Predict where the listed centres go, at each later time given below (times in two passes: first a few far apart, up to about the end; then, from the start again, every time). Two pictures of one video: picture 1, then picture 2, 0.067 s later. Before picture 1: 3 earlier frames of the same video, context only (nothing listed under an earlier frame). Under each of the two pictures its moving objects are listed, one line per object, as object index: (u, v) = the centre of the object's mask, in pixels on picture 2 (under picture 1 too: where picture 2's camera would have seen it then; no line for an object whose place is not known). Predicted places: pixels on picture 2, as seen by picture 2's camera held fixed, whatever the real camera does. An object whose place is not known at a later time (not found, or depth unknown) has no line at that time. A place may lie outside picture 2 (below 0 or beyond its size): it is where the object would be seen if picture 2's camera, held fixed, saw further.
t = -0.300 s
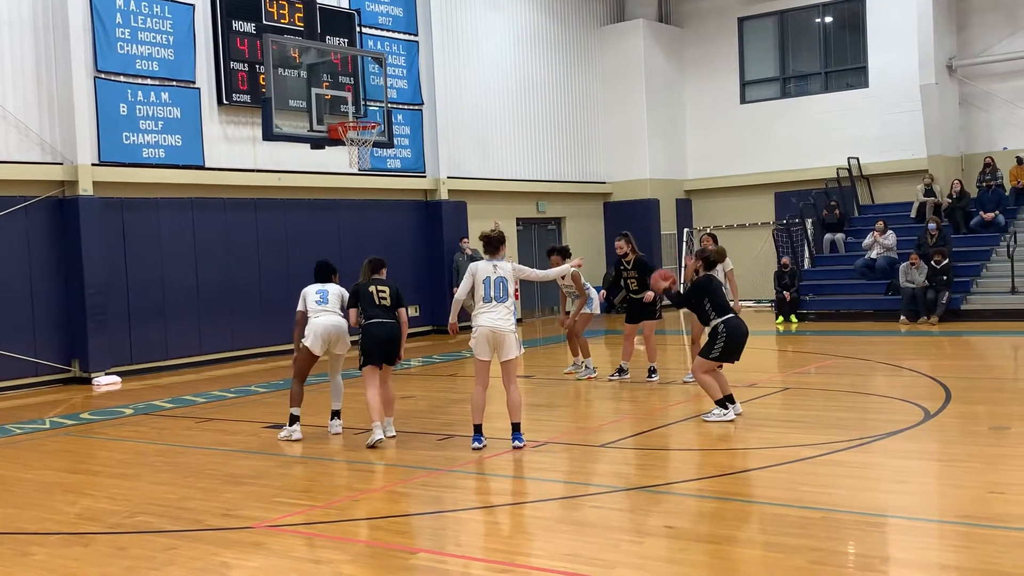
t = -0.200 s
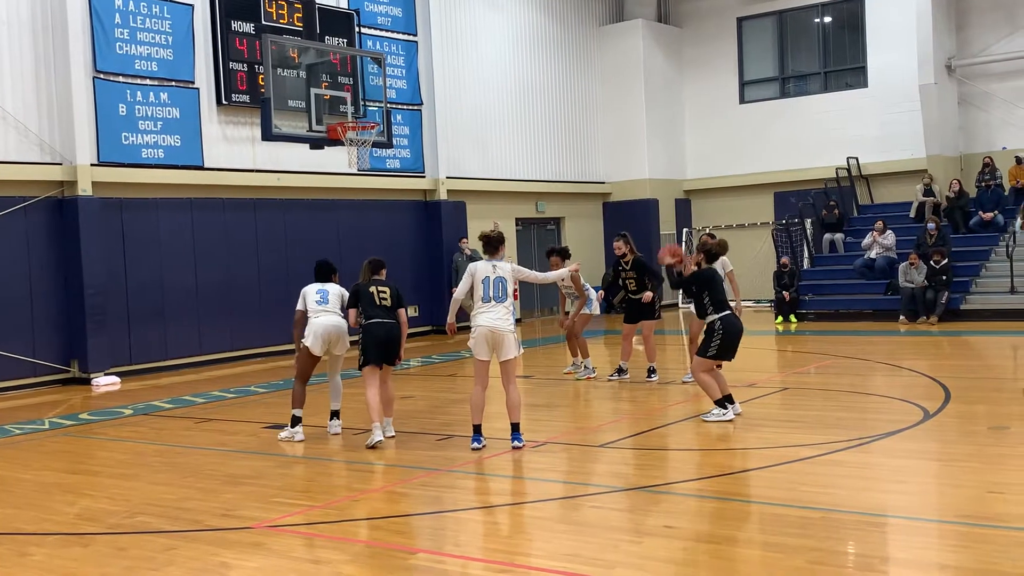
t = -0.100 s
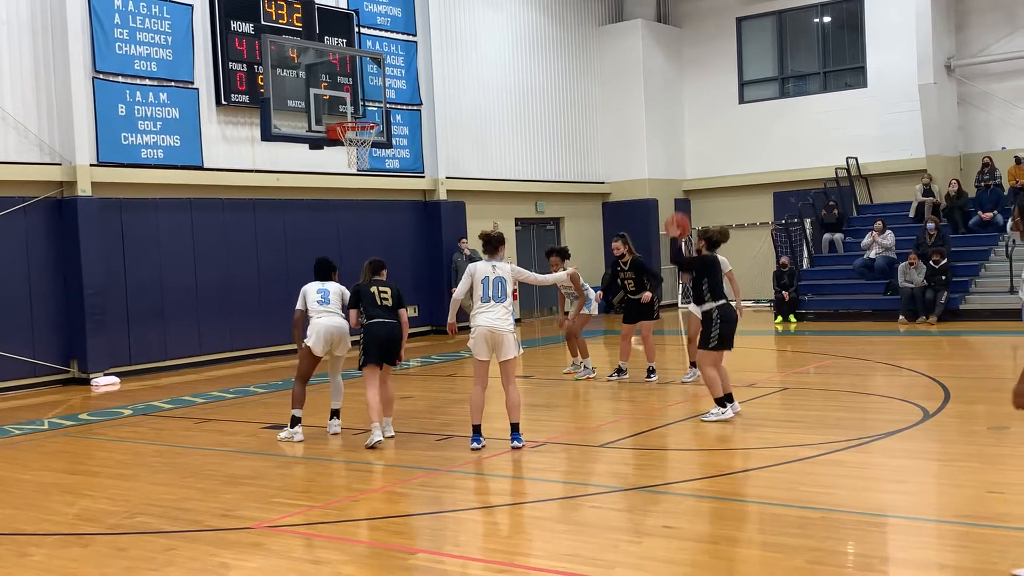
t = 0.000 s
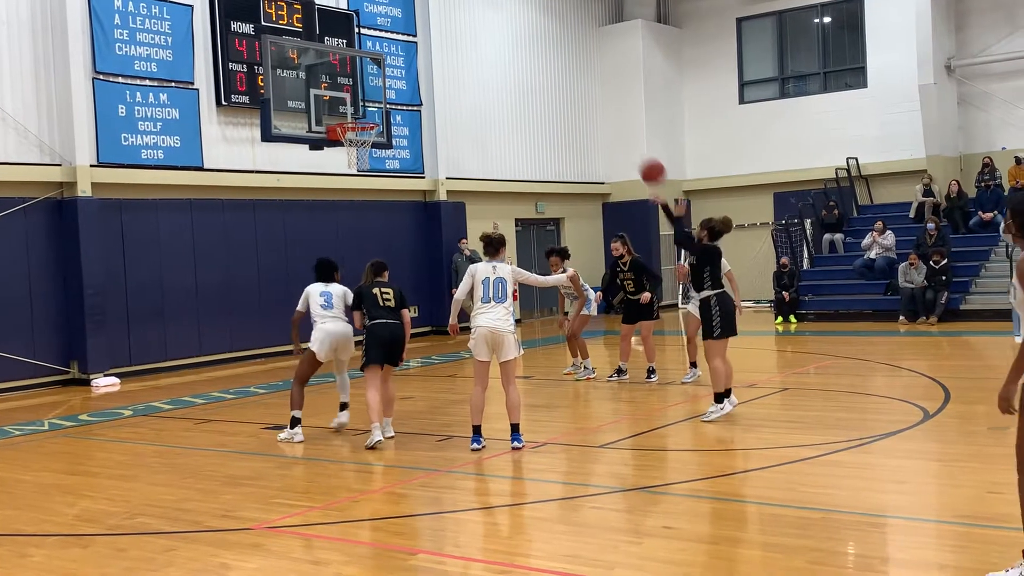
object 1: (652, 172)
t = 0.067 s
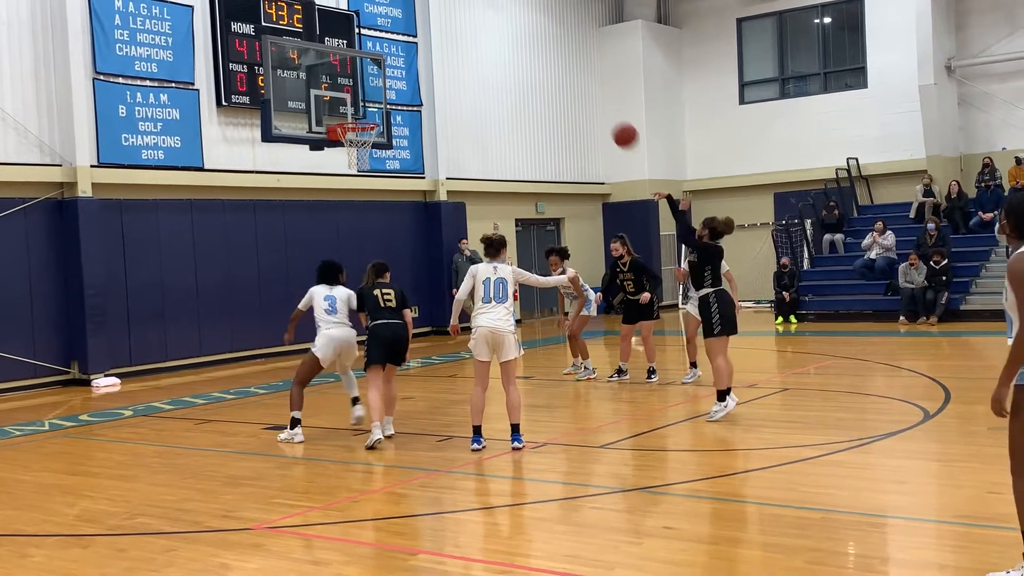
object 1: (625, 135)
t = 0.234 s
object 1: (562, 68)
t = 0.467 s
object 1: (482, 26)
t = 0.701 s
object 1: (415, 39)
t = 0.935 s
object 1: (357, 98)
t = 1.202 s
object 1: (412, 87)
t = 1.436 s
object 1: (491, 94)
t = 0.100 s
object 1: (612, 119)
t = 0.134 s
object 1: (599, 105)
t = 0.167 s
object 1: (586, 91)
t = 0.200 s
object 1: (574, 79)
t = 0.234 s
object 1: (562, 68)
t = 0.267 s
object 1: (549, 59)
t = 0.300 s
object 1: (538, 50)
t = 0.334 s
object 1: (526, 43)
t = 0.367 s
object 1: (515, 37)
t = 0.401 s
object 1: (504, 32)
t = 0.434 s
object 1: (493, 29)
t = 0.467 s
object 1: (482, 26)
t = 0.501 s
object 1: (472, 25)
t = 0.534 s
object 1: (462, 25)
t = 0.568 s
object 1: (452, 26)
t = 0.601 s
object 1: (442, 28)
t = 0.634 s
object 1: (433, 30)
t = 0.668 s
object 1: (424, 34)
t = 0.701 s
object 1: (415, 39)
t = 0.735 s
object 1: (406, 45)
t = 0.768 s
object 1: (397, 52)
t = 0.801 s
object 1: (388, 59)
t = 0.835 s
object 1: (381, 68)
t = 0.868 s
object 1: (372, 78)
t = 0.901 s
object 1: (364, 89)
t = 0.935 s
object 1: (357, 98)
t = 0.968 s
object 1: (349, 110)
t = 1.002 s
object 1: (347, 118)
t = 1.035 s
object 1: (358, 110)
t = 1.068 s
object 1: (368, 104)
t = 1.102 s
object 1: (379, 98)
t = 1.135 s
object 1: (390, 94)
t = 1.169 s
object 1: (401, 90)
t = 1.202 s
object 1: (412, 87)
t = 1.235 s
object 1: (423, 85)
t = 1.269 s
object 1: (434, 83)
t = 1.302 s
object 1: (445, 83)
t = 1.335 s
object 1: (456, 84)
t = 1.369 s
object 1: (468, 87)
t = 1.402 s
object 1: (479, 90)
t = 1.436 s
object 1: (491, 94)
